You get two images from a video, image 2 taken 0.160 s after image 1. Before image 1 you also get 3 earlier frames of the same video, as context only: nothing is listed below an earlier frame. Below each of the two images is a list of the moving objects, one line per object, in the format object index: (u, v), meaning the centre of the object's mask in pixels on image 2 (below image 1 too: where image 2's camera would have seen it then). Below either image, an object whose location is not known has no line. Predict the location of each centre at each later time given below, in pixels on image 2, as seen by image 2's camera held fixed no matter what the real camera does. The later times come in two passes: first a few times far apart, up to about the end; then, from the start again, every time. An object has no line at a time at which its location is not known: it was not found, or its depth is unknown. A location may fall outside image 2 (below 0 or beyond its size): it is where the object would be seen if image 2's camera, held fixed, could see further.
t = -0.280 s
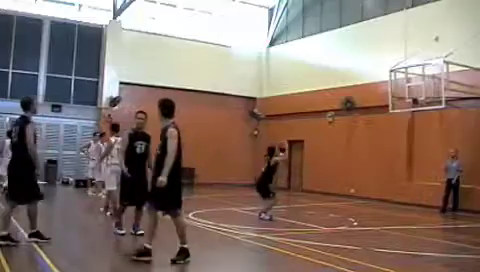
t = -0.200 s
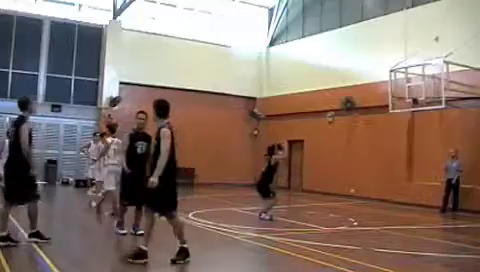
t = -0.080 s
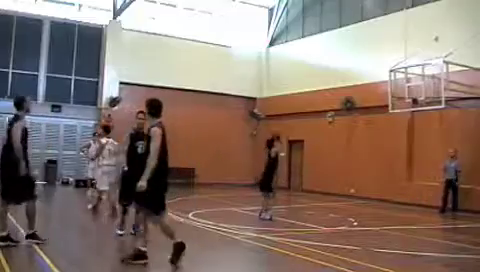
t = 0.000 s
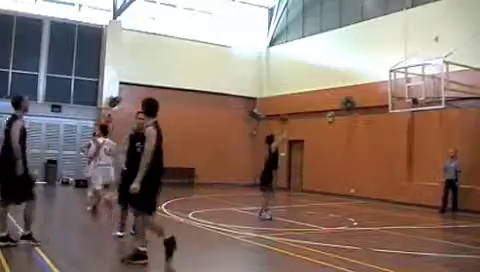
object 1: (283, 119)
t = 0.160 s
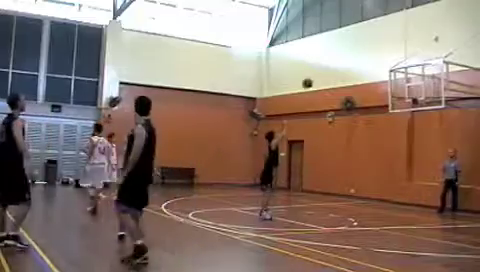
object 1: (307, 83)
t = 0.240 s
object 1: (318, 71)
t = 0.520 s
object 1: (351, 51)
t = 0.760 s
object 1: (377, 60)
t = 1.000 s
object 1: (400, 90)
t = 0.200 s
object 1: (312, 77)
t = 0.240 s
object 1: (318, 71)
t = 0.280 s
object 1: (323, 66)
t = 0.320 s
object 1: (328, 61)
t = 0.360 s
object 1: (333, 58)
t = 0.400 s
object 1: (338, 55)
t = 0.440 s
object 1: (342, 53)
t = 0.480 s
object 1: (347, 52)
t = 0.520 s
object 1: (351, 51)
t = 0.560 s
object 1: (356, 51)
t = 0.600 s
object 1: (360, 51)
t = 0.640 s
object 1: (364, 53)
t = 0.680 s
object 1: (369, 54)
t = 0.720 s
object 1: (373, 57)
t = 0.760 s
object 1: (377, 60)
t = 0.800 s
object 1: (381, 63)
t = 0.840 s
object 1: (385, 68)
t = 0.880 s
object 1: (389, 72)
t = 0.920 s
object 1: (392, 77)
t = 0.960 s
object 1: (396, 83)
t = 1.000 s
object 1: (400, 90)
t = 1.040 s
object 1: (402, 96)
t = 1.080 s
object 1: (407, 103)
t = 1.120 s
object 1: (410, 109)
